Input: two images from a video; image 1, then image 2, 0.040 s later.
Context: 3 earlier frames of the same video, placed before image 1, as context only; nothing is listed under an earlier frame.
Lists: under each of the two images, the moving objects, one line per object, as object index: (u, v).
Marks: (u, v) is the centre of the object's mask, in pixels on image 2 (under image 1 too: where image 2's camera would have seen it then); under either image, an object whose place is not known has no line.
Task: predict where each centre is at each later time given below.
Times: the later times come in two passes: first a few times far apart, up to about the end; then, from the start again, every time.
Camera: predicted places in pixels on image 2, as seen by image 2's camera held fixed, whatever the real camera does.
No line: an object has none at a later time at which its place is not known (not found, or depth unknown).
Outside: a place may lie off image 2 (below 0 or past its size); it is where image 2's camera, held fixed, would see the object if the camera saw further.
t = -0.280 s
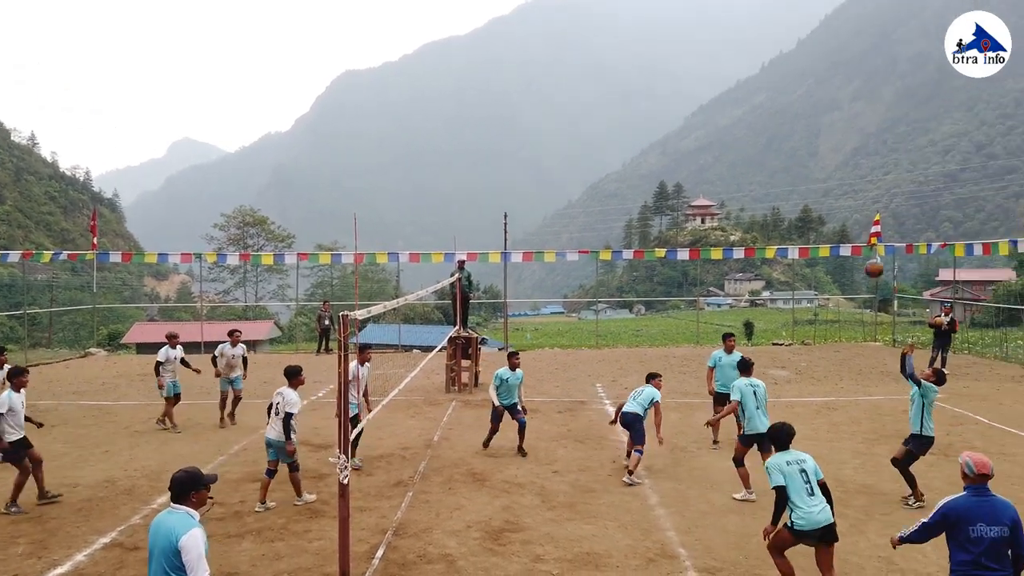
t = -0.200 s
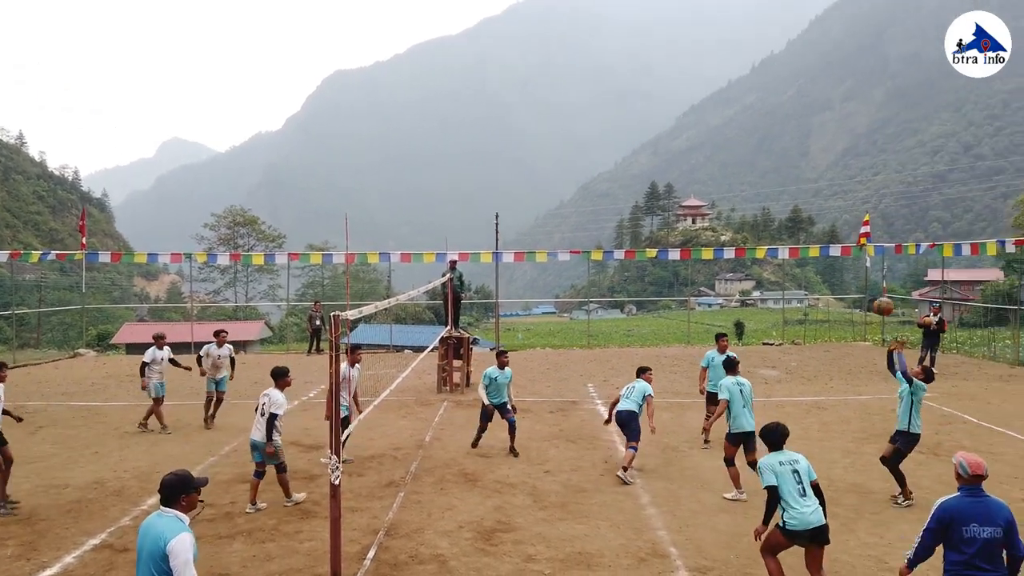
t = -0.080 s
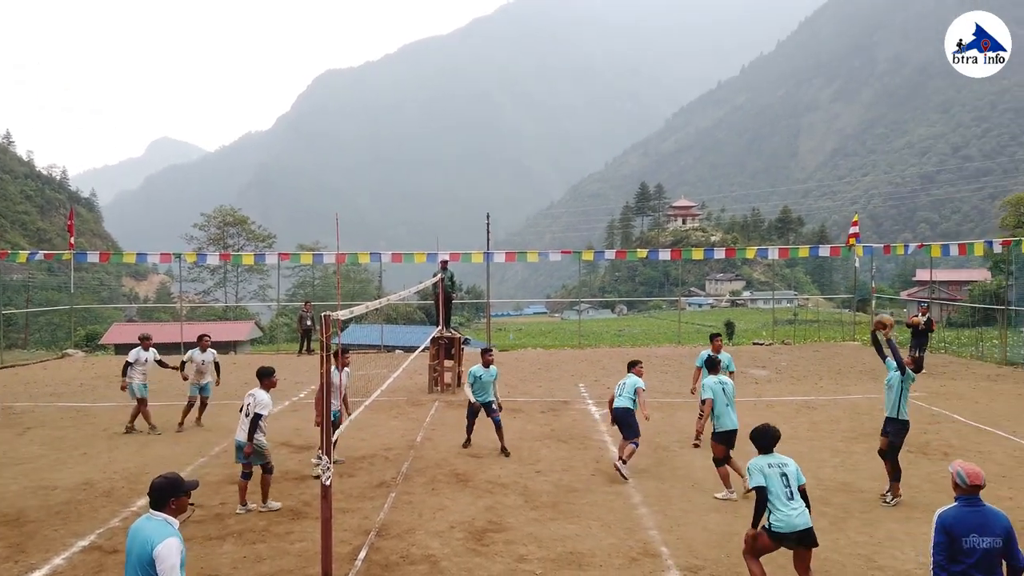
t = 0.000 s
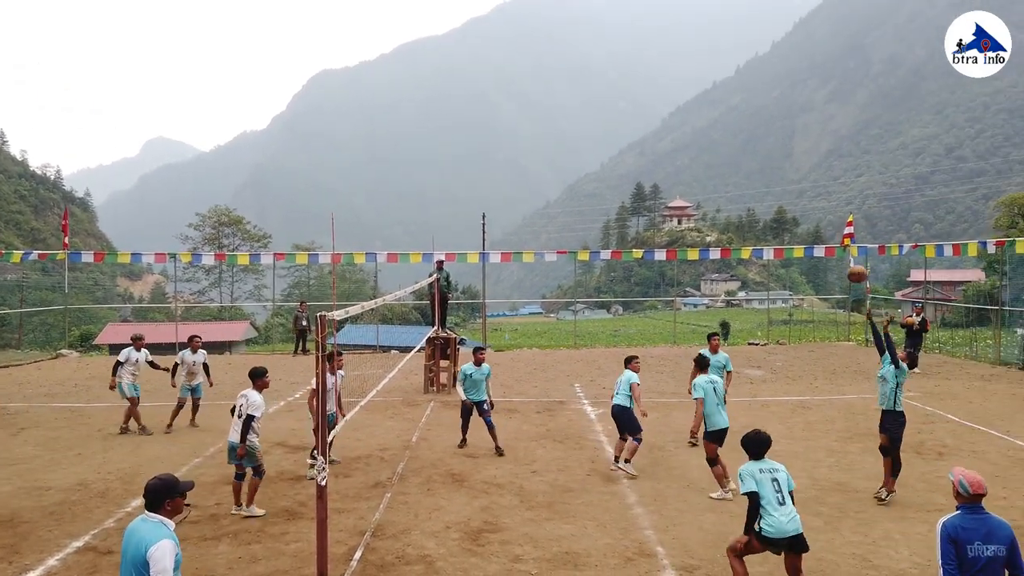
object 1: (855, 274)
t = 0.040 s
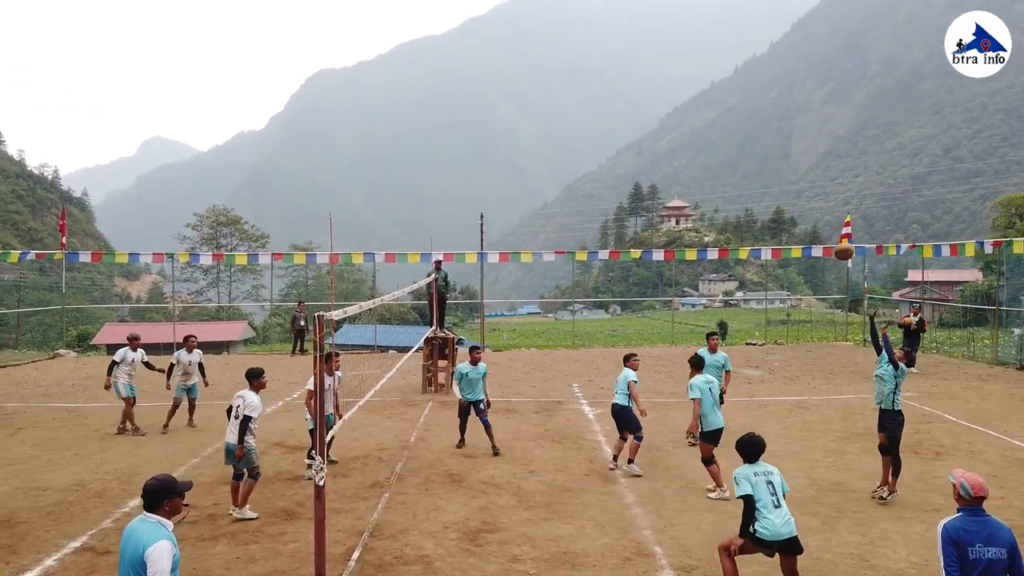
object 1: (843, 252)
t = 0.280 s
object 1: (779, 141)
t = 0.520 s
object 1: (711, 80)
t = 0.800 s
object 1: (632, 73)
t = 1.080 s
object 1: (554, 137)
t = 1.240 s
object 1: (512, 204)
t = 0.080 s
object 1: (832, 230)
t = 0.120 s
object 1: (822, 210)
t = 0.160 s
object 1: (812, 191)
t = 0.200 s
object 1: (800, 173)
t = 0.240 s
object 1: (790, 156)
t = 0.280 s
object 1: (779, 141)
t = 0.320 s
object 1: (768, 128)
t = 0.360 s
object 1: (756, 116)
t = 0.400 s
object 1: (745, 105)
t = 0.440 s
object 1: (734, 95)
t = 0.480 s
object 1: (722, 87)
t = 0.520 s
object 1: (711, 80)
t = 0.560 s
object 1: (700, 75)
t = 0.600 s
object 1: (688, 70)
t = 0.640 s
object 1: (677, 68)
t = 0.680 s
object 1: (666, 67)
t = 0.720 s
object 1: (654, 67)
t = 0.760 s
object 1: (643, 69)
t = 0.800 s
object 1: (632, 73)
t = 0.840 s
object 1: (621, 77)
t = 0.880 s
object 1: (609, 84)
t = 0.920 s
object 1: (598, 91)
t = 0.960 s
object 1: (587, 101)
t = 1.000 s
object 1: (576, 111)
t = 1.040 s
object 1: (565, 123)
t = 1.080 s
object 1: (554, 137)
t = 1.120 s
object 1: (543, 151)
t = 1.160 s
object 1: (533, 168)
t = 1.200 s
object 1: (522, 185)
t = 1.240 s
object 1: (512, 204)
